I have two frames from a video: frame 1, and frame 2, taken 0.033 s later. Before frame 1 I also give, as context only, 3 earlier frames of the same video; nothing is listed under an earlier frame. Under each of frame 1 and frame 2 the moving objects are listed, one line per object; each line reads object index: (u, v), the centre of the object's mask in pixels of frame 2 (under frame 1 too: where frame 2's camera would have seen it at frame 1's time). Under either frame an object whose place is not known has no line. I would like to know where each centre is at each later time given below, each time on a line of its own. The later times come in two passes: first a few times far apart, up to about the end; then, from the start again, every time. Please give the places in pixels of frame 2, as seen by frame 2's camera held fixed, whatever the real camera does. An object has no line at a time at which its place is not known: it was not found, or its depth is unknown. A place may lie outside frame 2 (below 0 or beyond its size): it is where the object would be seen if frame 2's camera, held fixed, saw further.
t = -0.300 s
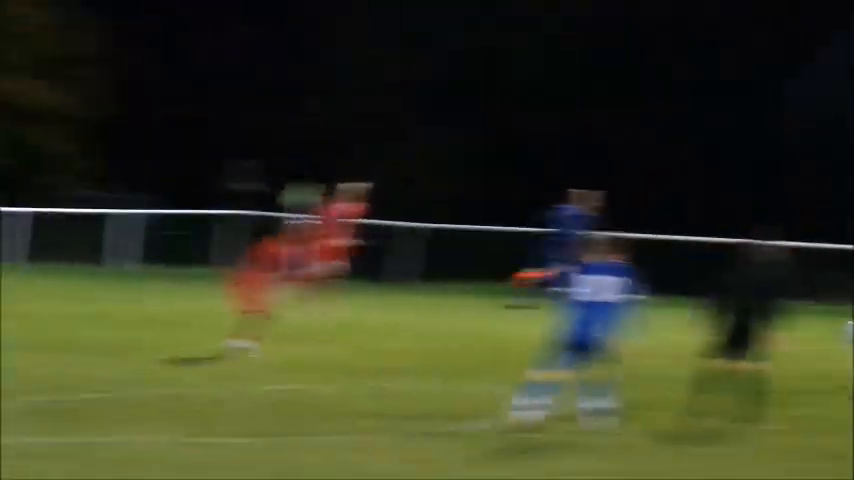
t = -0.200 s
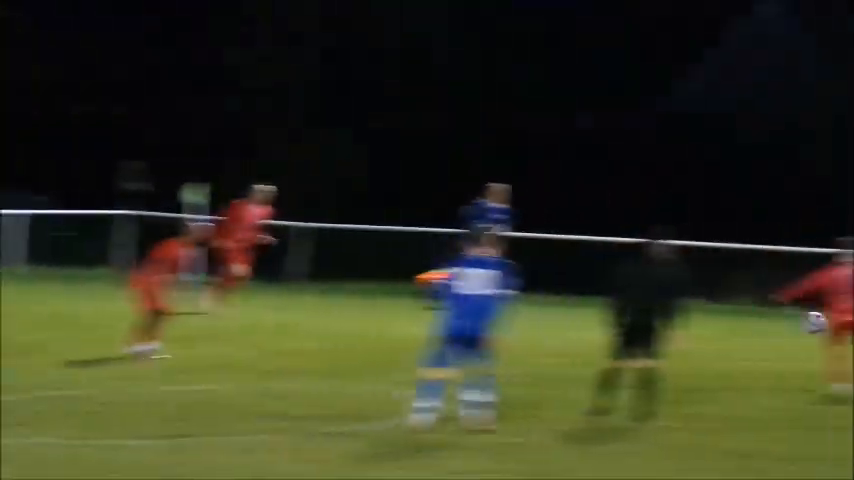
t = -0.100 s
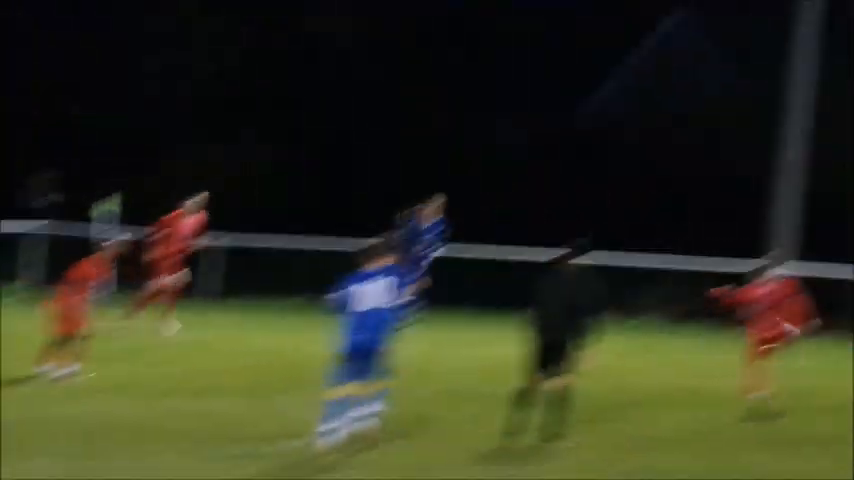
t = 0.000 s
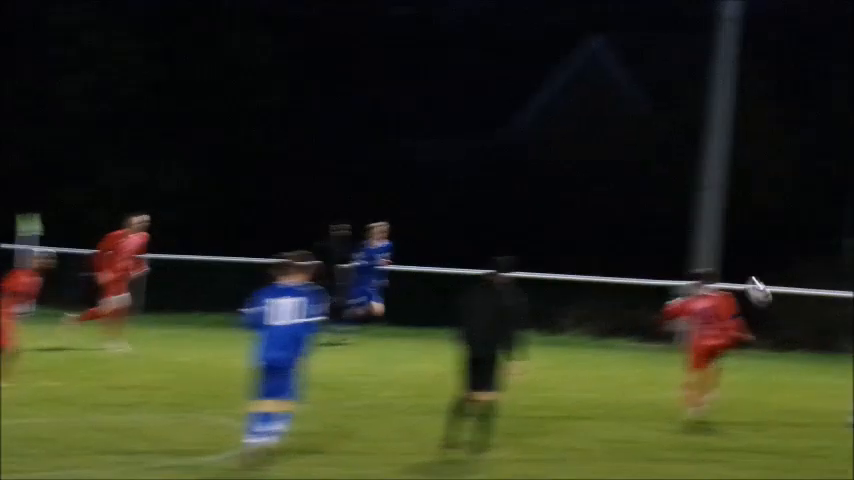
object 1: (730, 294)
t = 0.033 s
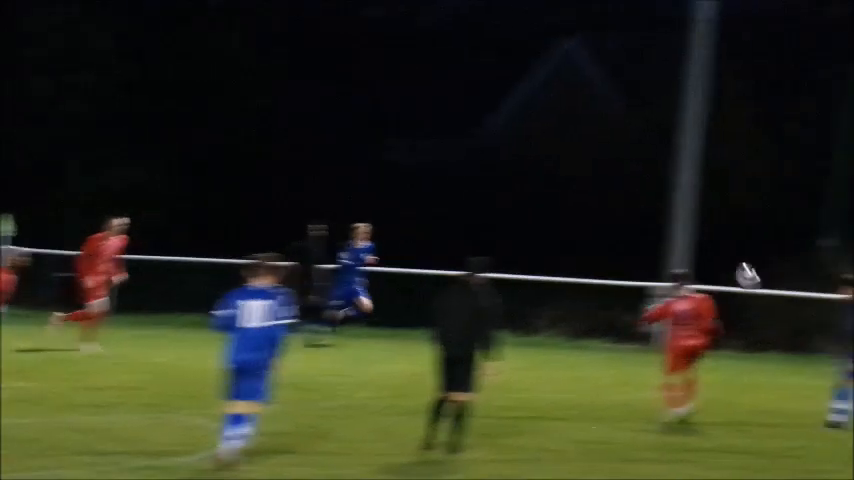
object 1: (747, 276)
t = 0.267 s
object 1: (862, 196)
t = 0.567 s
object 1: (1003, 169)
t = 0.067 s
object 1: (765, 263)
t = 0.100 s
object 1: (782, 248)
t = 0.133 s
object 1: (797, 236)
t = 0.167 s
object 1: (814, 225)
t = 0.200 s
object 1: (831, 215)
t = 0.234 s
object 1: (846, 204)
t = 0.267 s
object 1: (862, 196)
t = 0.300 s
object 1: (879, 188)
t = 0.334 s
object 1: (894, 183)
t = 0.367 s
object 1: (910, 178)
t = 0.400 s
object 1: (926, 174)
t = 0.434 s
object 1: (941, 170)
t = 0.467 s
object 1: (958, 168)
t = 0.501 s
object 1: (971, 168)
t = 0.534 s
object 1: (986, 168)
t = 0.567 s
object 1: (1003, 169)
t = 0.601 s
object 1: (1019, 171)
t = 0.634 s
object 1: (1035, 174)
